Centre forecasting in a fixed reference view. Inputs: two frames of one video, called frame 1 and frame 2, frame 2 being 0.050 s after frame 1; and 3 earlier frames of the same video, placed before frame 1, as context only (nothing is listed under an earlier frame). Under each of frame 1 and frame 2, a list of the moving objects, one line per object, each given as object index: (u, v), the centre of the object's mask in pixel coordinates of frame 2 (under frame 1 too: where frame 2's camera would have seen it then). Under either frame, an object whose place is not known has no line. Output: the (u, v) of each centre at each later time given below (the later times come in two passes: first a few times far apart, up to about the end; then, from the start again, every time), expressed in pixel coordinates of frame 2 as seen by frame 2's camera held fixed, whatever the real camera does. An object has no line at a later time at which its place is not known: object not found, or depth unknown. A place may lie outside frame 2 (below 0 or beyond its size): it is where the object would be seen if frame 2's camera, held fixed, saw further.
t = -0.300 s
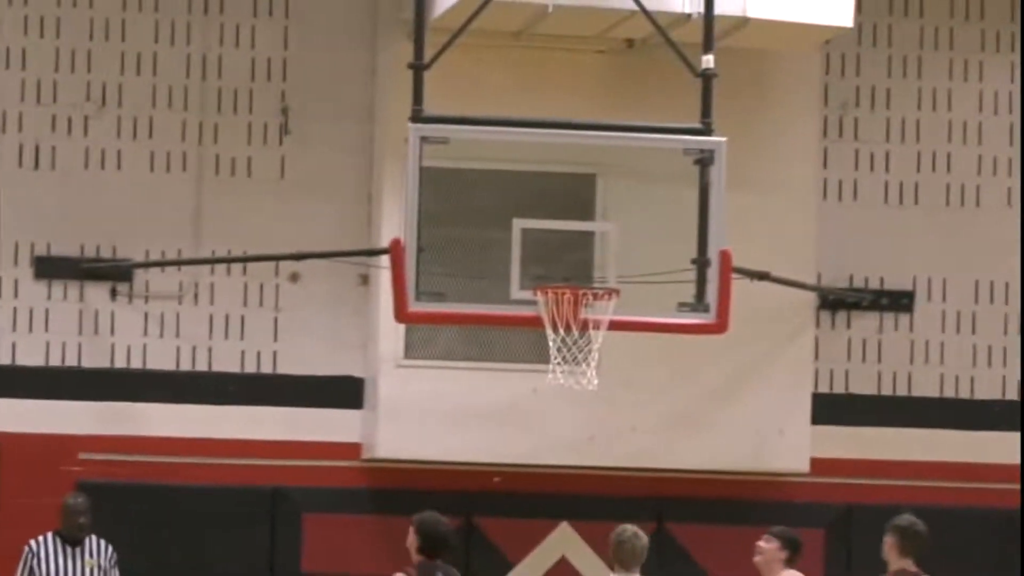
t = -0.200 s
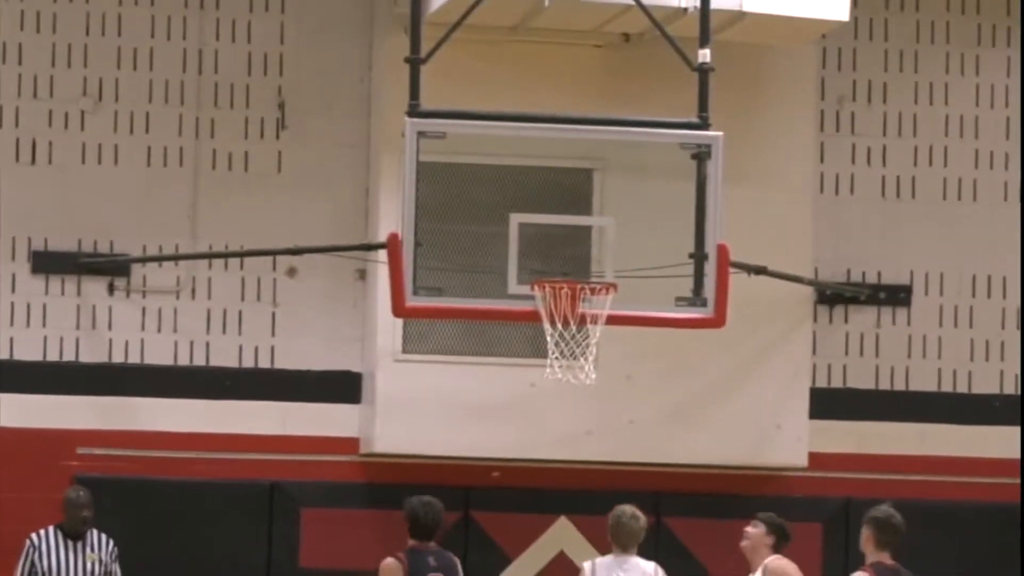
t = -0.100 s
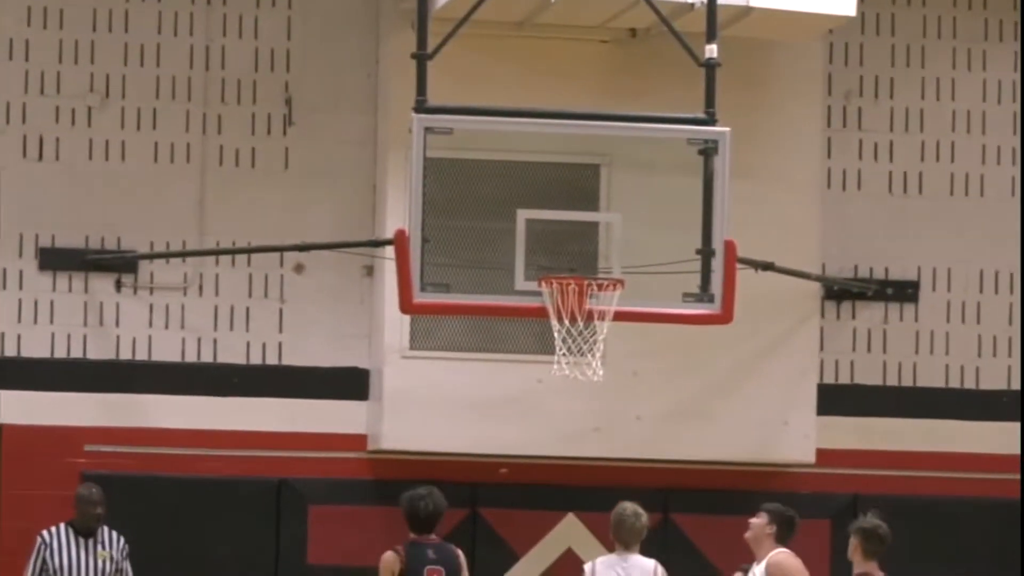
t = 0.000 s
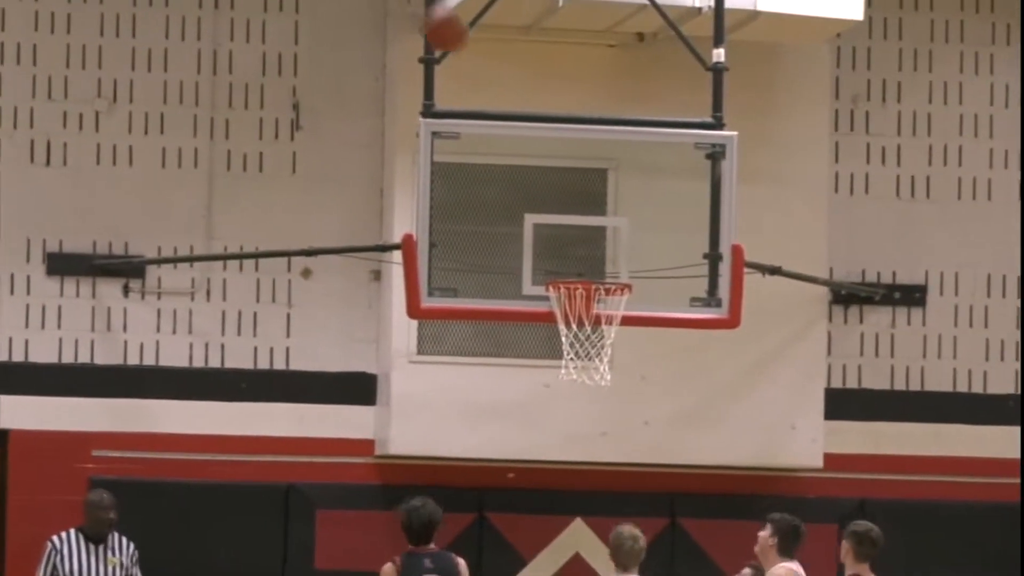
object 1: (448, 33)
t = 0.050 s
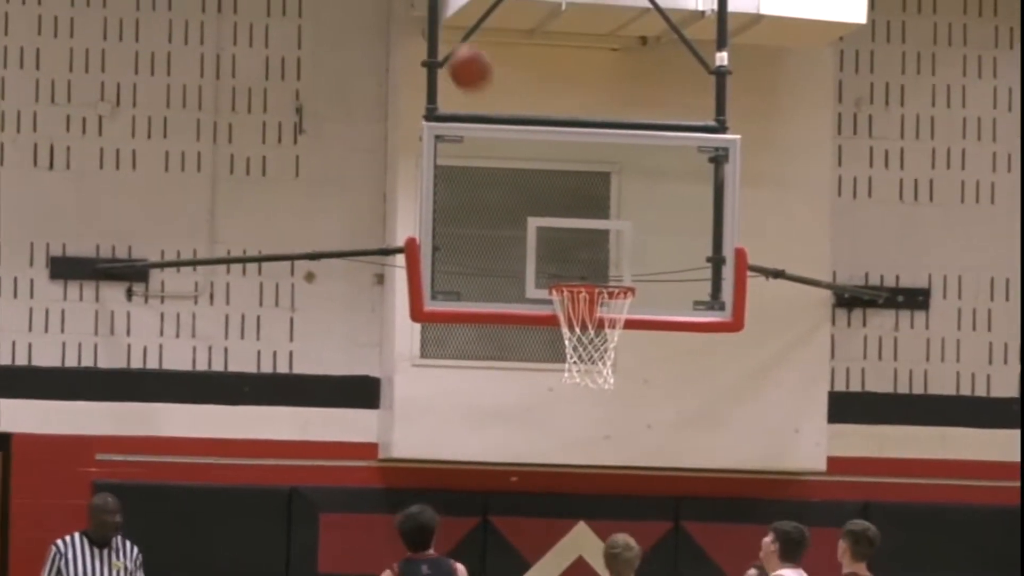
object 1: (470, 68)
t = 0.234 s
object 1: (539, 225)
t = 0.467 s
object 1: (564, 177)
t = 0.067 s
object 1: (476, 79)
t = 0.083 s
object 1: (483, 93)
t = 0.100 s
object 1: (489, 105)
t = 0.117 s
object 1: (495, 119)
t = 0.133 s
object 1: (502, 133)
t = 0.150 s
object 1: (508, 147)
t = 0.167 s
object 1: (515, 162)
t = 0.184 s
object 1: (522, 176)
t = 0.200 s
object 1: (527, 193)
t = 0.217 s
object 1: (533, 206)
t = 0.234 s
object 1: (539, 225)
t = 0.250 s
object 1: (545, 244)
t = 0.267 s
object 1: (551, 259)
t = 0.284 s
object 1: (554, 265)
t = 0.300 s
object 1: (555, 256)
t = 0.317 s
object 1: (556, 247)
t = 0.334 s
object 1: (556, 237)
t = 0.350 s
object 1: (557, 227)
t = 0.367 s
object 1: (558, 217)
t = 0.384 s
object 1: (559, 209)
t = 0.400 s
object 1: (560, 201)
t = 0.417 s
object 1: (561, 195)
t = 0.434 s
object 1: (563, 189)
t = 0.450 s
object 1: (564, 184)
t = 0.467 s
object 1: (564, 177)
